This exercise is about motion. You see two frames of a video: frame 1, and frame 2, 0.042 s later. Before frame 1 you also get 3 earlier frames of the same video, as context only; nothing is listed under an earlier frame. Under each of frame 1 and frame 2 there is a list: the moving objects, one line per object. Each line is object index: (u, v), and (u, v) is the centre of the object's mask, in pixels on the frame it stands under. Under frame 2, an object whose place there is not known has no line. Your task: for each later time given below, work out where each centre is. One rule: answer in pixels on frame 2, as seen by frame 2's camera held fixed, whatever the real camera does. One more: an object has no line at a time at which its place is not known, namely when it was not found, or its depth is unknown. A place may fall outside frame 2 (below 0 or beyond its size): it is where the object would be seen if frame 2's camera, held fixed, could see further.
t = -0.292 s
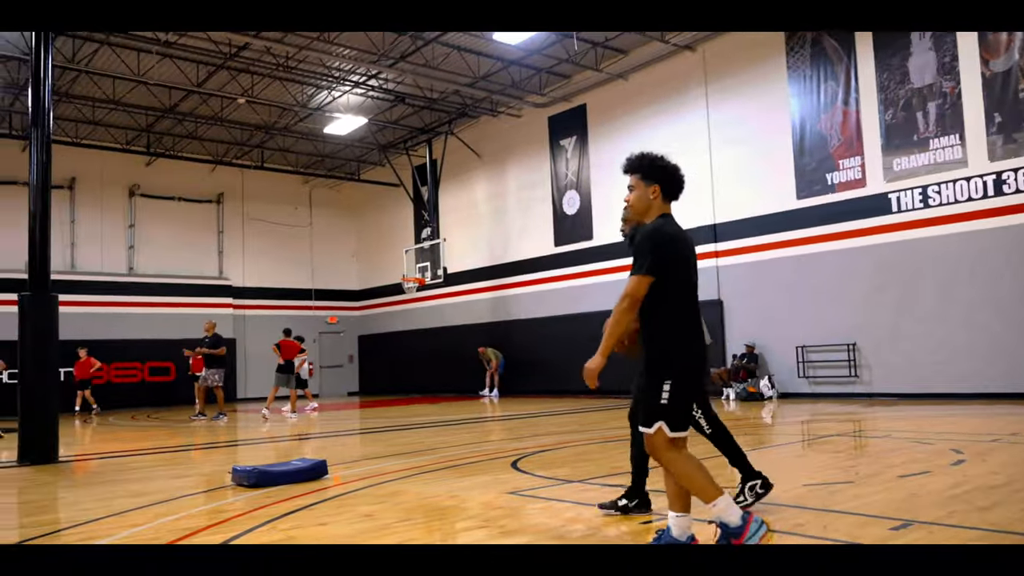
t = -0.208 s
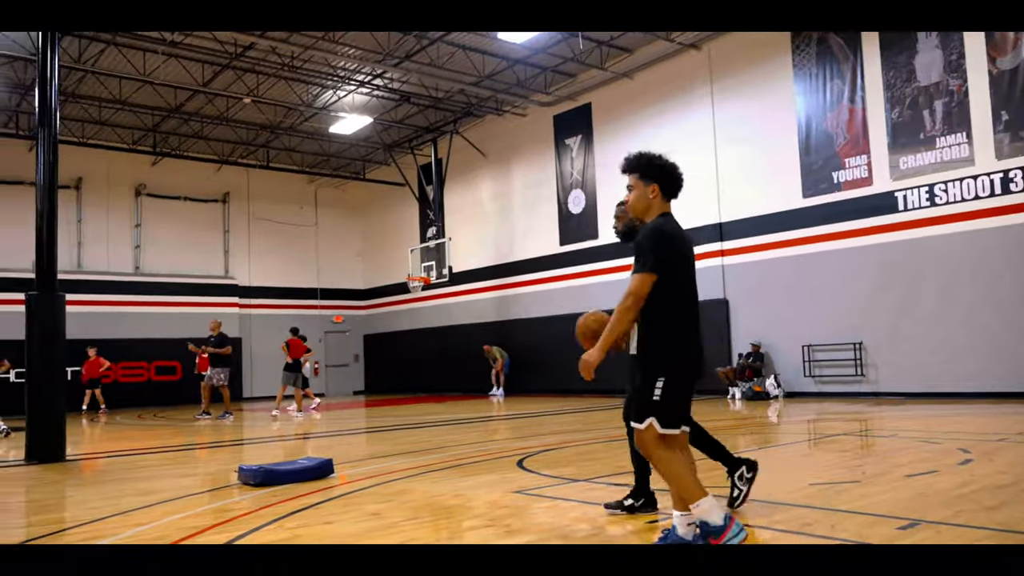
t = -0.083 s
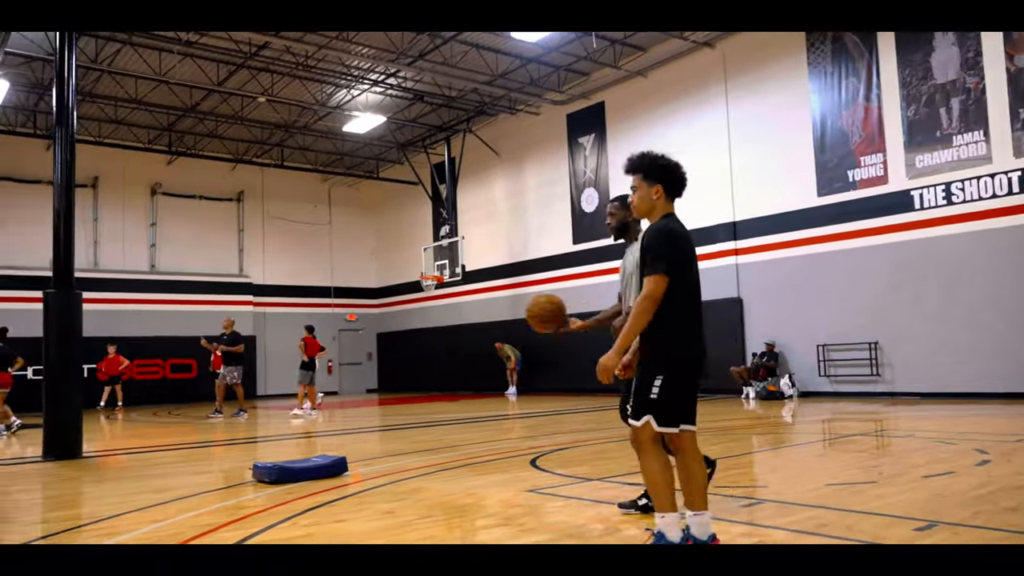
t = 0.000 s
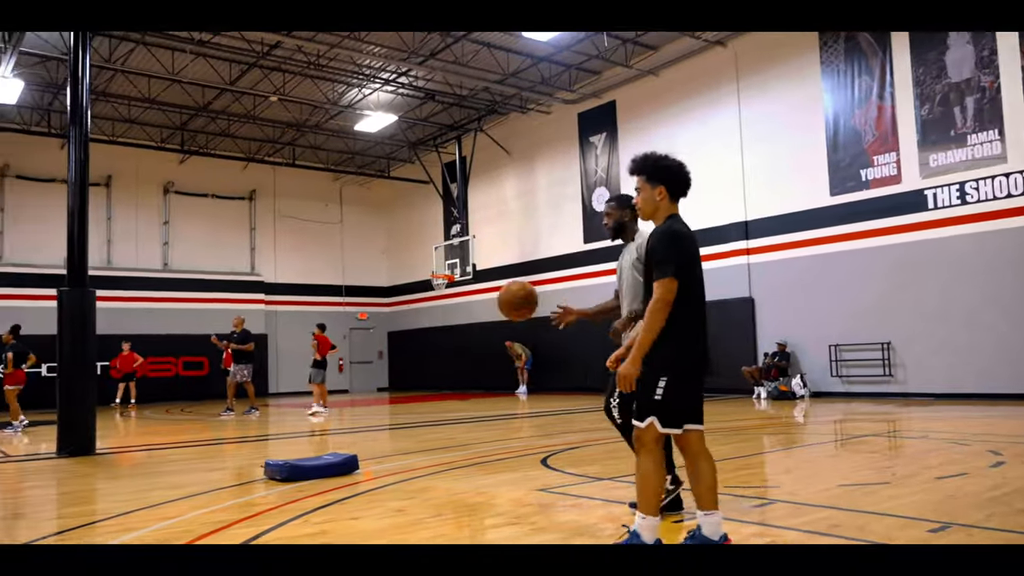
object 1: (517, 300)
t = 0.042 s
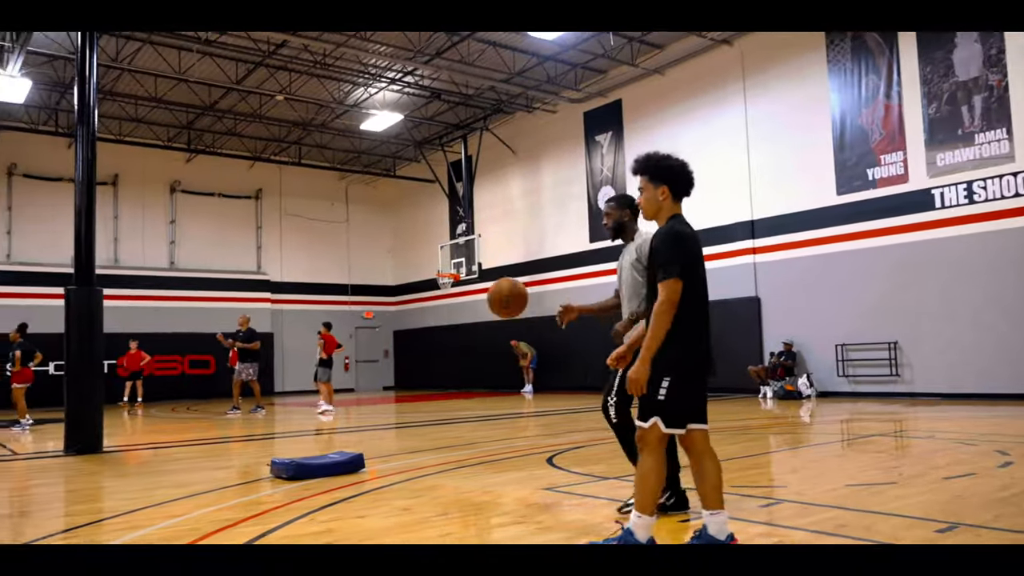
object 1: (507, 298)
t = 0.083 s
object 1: (480, 300)
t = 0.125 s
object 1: (461, 304)
